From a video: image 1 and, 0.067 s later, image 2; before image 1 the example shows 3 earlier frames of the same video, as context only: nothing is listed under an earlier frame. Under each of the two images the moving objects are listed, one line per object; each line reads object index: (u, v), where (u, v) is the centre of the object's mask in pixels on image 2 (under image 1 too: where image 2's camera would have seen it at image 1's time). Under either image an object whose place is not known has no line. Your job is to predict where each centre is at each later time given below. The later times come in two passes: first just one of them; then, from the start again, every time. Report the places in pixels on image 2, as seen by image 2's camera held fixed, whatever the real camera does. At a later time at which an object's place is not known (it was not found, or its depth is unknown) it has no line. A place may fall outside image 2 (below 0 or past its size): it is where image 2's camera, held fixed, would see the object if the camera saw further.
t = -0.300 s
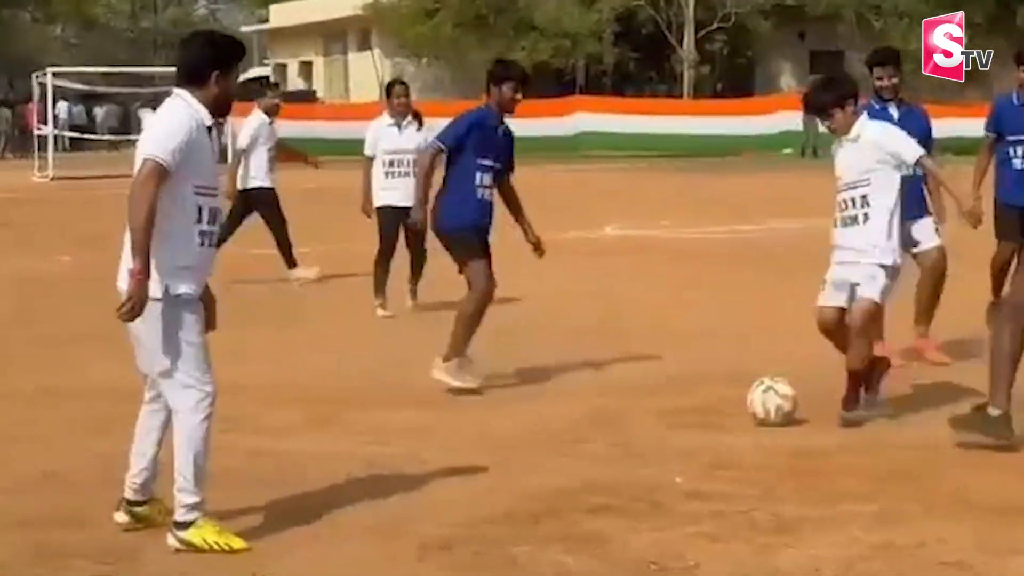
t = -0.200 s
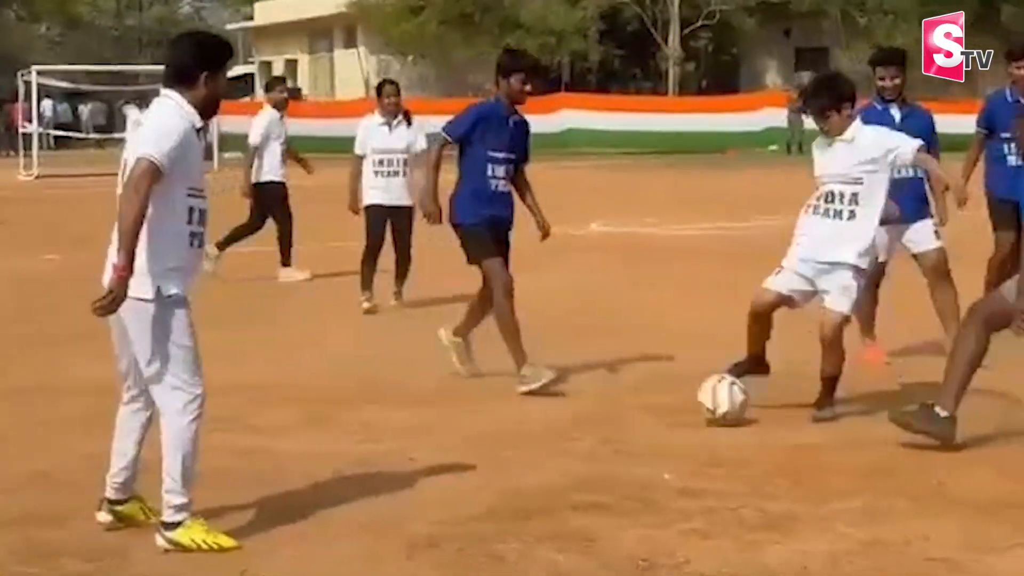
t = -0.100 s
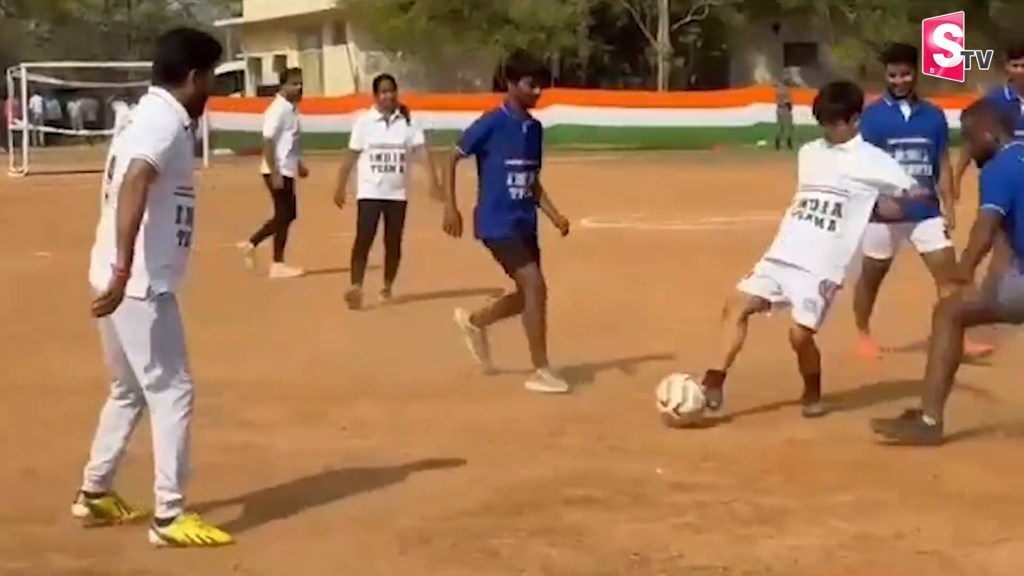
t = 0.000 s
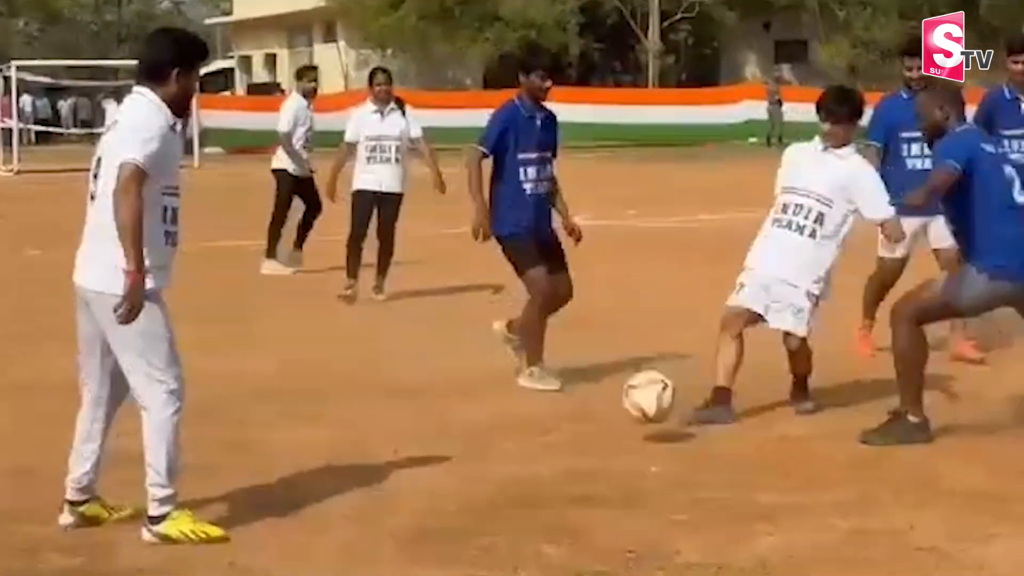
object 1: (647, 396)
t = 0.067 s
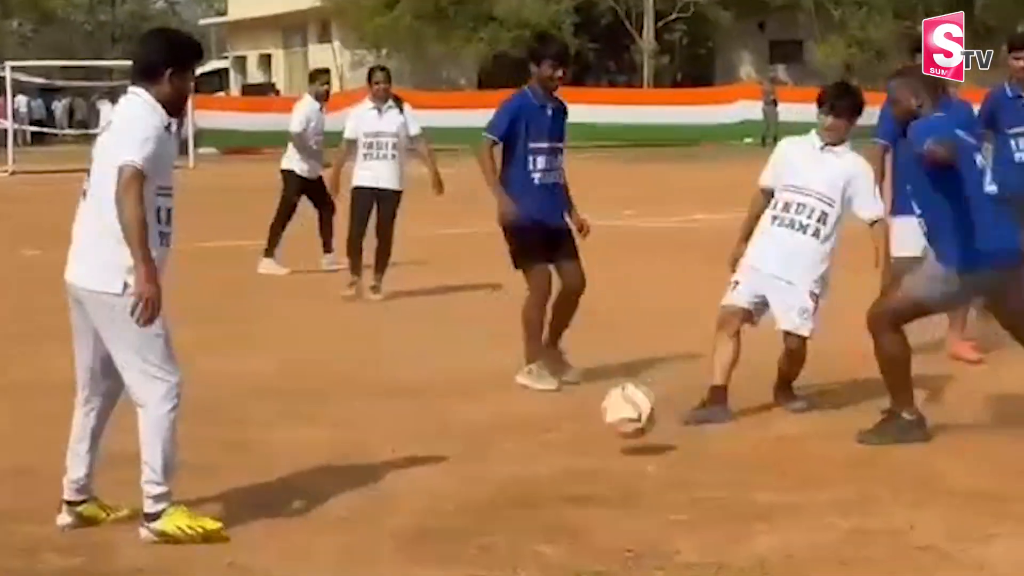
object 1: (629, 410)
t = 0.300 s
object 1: (571, 459)
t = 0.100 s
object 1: (620, 424)
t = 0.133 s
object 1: (612, 440)
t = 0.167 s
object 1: (604, 443)
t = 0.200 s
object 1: (598, 440)
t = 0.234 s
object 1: (588, 445)
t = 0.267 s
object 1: (579, 449)
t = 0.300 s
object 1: (571, 459)
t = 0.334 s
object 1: (564, 469)
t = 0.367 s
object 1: (557, 480)
